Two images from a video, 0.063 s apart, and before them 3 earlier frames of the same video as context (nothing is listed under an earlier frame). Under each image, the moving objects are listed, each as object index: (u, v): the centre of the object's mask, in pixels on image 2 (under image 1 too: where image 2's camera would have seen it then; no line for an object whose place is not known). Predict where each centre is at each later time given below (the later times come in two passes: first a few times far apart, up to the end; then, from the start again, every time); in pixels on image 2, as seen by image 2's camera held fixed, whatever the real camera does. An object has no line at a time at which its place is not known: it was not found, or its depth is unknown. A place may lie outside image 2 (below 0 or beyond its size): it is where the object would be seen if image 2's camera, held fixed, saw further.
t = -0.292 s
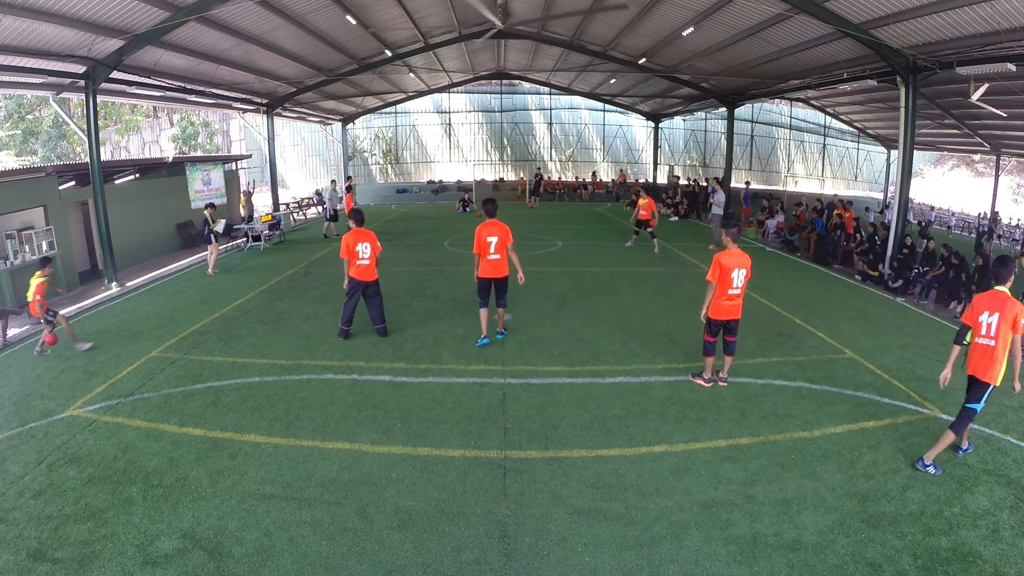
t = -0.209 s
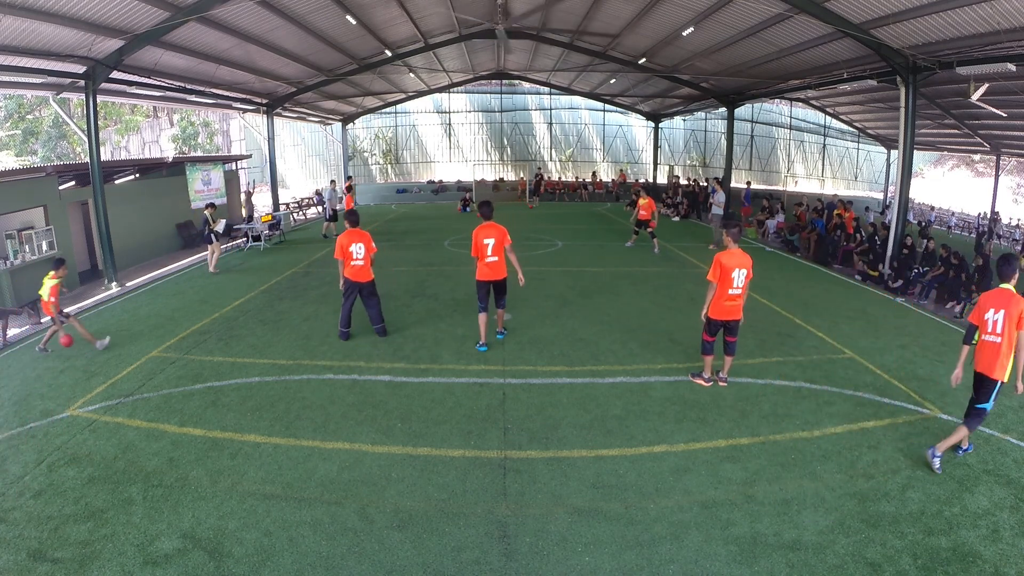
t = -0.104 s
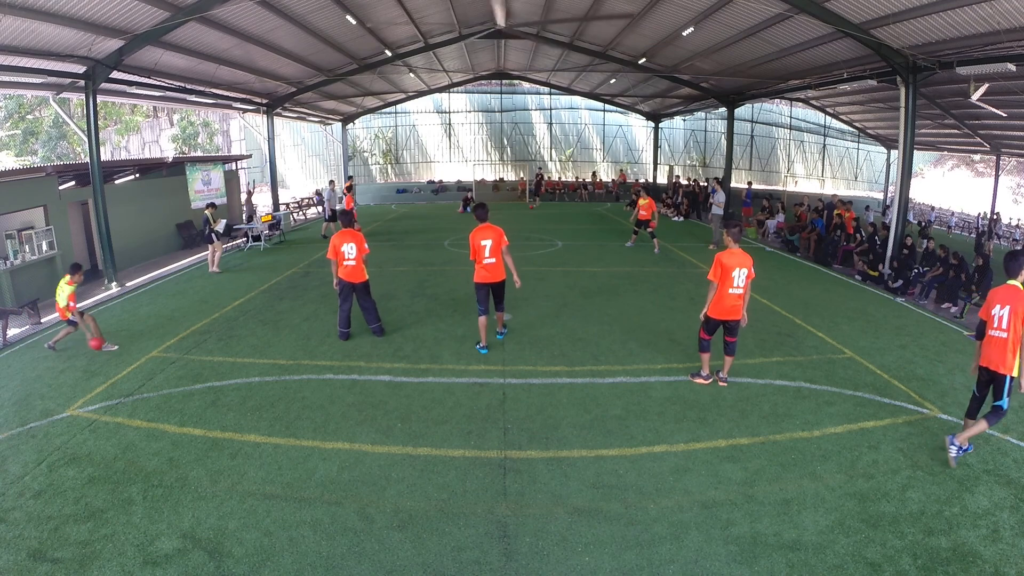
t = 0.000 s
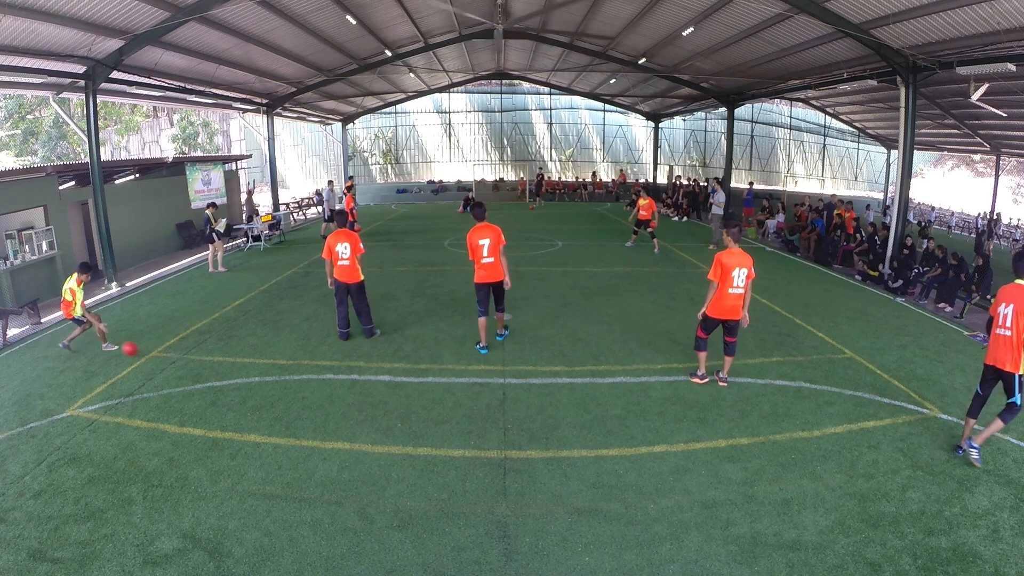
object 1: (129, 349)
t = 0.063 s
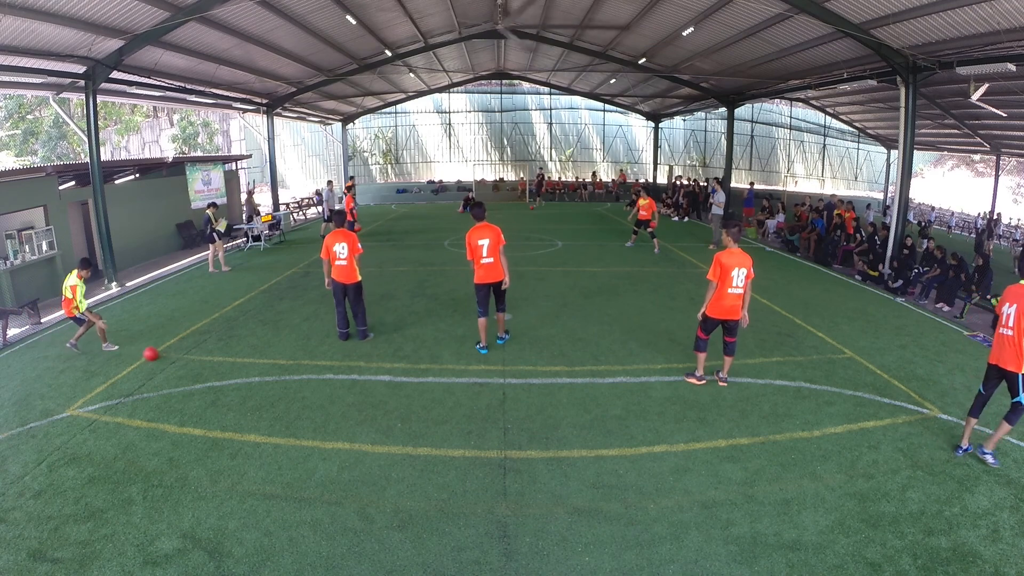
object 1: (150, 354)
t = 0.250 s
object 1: (187, 350)
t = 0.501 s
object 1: (242, 355)
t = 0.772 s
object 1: (307, 362)
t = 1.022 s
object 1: (369, 364)
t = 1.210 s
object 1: (415, 365)
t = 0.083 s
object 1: (154, 352)
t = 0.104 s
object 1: (157, 351)
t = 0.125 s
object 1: (161, 350)
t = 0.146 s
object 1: (165, 349)
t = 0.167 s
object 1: (170, 348)
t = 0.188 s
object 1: (174, 348)
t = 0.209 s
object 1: (178, 349)
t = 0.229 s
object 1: (182, 349)
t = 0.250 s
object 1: (187, 350)
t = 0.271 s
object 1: (191, 351)
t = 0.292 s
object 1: (196, 353)
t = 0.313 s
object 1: (201, 355)
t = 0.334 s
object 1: (206, 357)
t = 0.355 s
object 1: (211, 358)
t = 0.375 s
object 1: (215, 357)
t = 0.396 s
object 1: (219, 355)
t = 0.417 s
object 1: (224, 355)
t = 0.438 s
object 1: (228, 354)
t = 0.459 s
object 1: (233, 354)
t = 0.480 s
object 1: (238, 353)
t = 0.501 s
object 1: (242, 355)
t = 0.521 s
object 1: (247, 356)
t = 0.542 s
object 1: (253, 357)
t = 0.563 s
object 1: (258, 359)
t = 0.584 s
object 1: (263, 360)
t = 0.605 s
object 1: (268, 360)
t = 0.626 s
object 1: (273, 359)
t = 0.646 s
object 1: (277, 358)
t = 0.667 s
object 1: (282, 358)
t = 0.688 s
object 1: (287, 358)
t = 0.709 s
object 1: (292, 358)
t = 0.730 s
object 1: (297, 359)
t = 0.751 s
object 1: (302, 360)
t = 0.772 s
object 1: (307, 362)
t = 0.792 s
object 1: (313, 362)
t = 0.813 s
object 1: (317, 362)
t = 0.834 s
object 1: (322, 361)
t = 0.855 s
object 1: (327, 360)
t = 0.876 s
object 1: (332, 361)
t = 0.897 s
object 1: (337, 360)
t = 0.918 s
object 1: (342, 361)
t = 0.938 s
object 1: (348, 361)
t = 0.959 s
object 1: (353, 363)
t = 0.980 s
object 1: (358, 364)
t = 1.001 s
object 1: (363, 364)
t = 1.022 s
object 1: (369, 364)
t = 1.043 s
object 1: (374, 363)
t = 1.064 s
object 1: (379, 364)
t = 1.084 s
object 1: (384, 364)
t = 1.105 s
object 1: (389, 365)
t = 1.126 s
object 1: (395, 366)
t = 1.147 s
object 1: (400, 365)
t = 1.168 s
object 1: (405, 365)
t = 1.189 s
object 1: (410, 364)
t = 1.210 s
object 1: (415, 365)
